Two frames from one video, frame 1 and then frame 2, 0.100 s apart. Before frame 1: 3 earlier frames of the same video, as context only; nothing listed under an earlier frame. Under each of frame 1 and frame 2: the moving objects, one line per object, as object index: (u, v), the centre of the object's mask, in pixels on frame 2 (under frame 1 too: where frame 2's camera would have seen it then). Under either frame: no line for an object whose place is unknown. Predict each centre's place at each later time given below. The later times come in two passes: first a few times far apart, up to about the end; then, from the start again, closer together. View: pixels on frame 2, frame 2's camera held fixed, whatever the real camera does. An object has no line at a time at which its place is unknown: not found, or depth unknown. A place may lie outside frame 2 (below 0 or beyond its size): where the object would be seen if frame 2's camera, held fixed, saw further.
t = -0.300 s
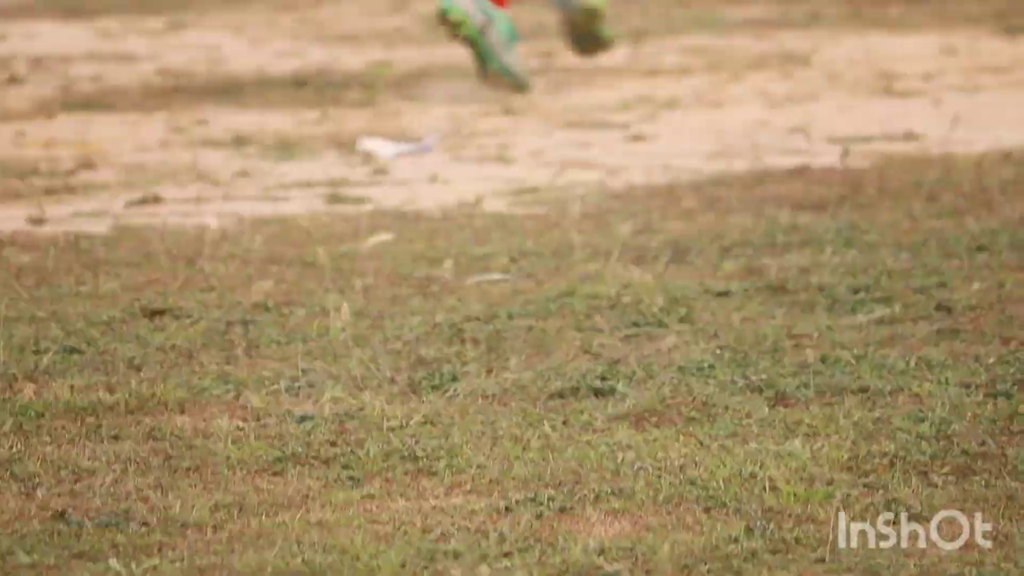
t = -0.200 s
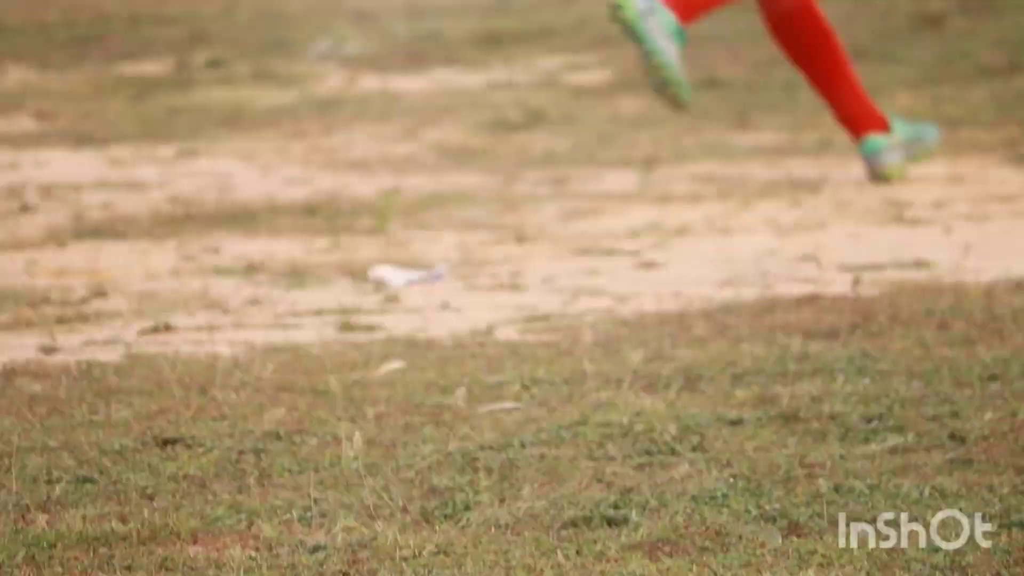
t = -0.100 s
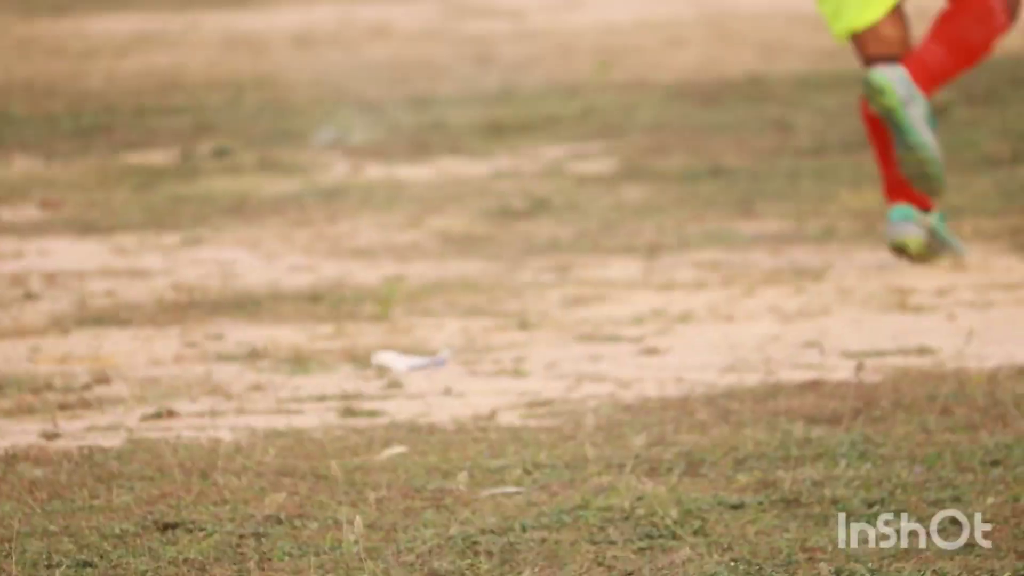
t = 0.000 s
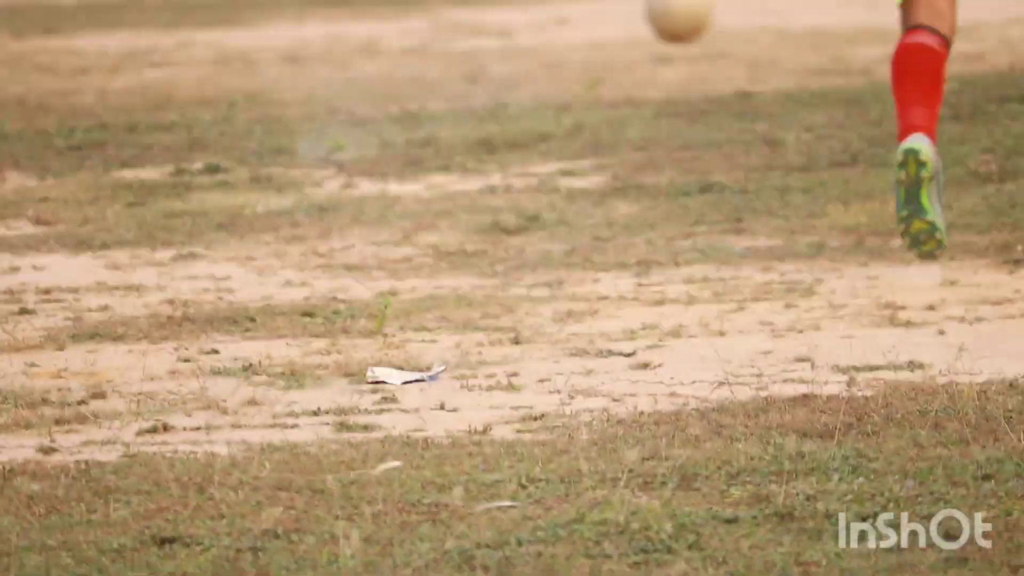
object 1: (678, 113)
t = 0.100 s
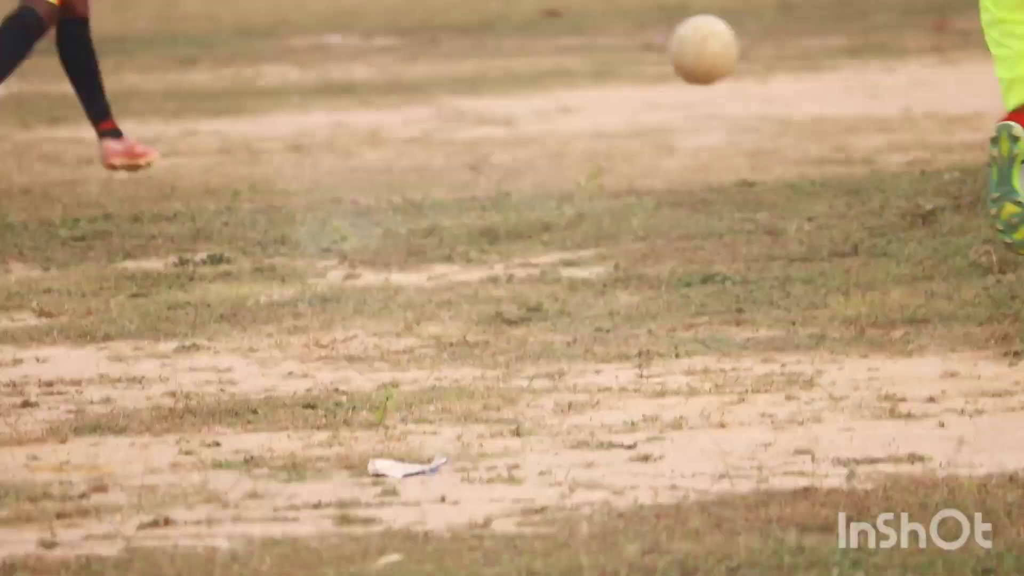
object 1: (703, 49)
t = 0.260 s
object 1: (730, -12)
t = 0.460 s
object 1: (752, 6)
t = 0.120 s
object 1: (709, 33)
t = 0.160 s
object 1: (715, 13)
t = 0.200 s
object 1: (724, -4)
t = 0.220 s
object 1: (727, -7)
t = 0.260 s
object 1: (730, -12)
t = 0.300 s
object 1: (738, -20)
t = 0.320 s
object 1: (750, -25)
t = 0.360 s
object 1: (750, -26)
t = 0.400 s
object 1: (753, -21)
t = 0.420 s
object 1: (753, -13)
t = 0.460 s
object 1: (752, 6)
